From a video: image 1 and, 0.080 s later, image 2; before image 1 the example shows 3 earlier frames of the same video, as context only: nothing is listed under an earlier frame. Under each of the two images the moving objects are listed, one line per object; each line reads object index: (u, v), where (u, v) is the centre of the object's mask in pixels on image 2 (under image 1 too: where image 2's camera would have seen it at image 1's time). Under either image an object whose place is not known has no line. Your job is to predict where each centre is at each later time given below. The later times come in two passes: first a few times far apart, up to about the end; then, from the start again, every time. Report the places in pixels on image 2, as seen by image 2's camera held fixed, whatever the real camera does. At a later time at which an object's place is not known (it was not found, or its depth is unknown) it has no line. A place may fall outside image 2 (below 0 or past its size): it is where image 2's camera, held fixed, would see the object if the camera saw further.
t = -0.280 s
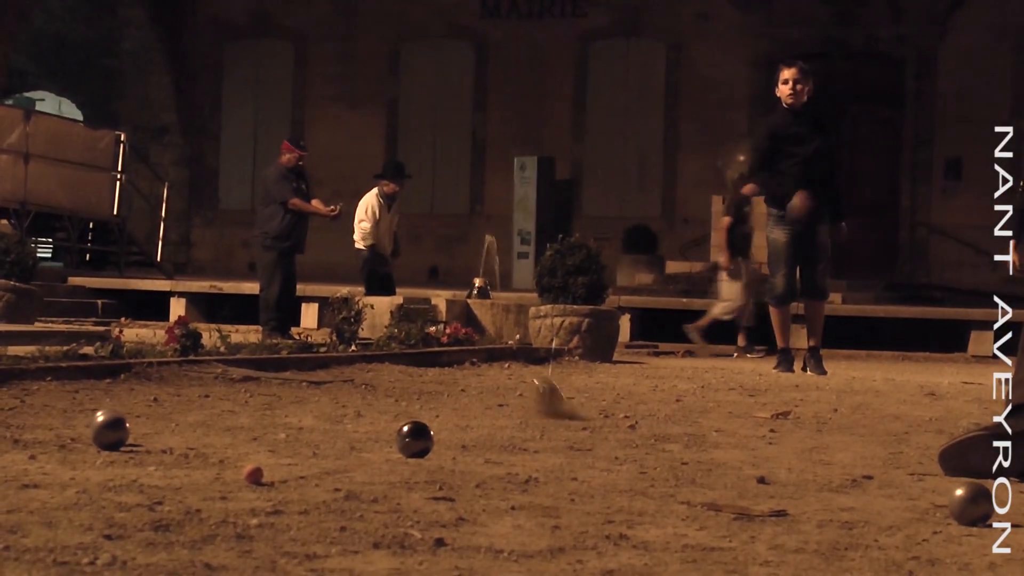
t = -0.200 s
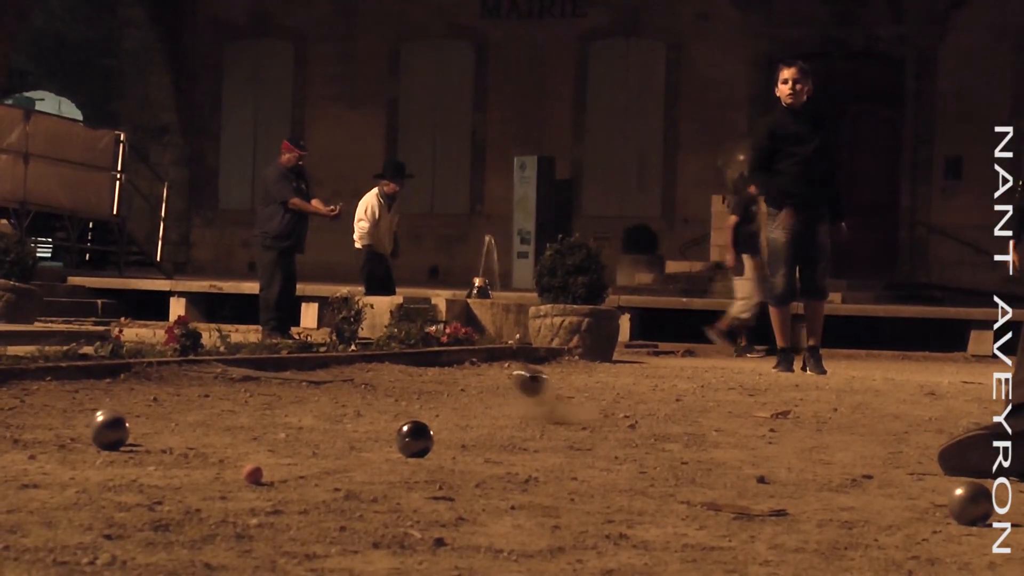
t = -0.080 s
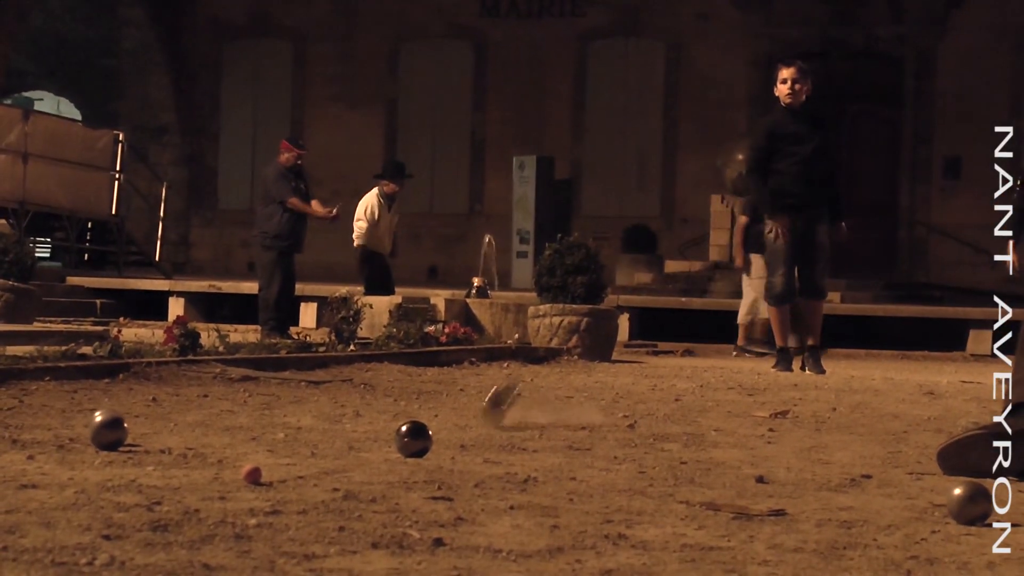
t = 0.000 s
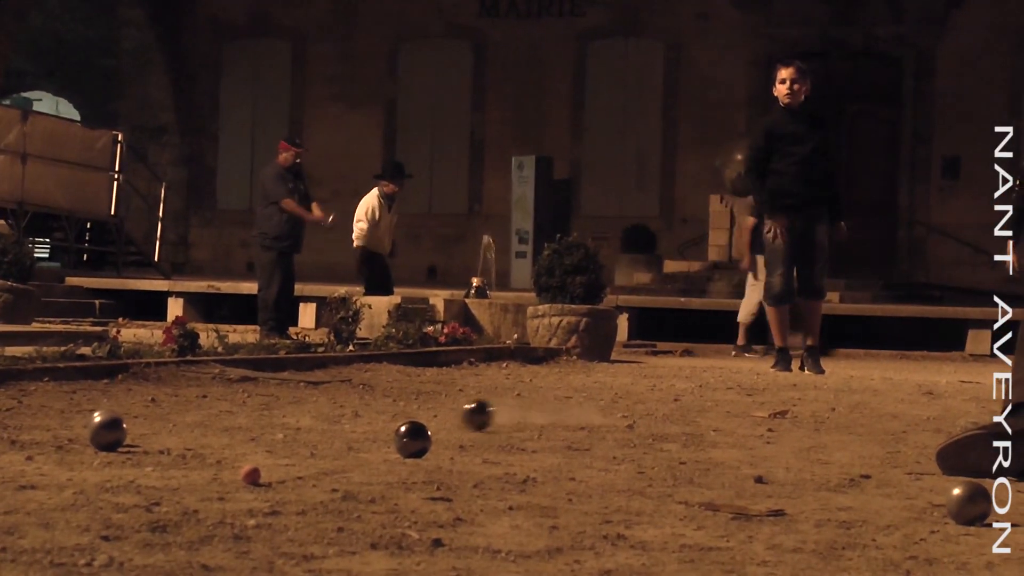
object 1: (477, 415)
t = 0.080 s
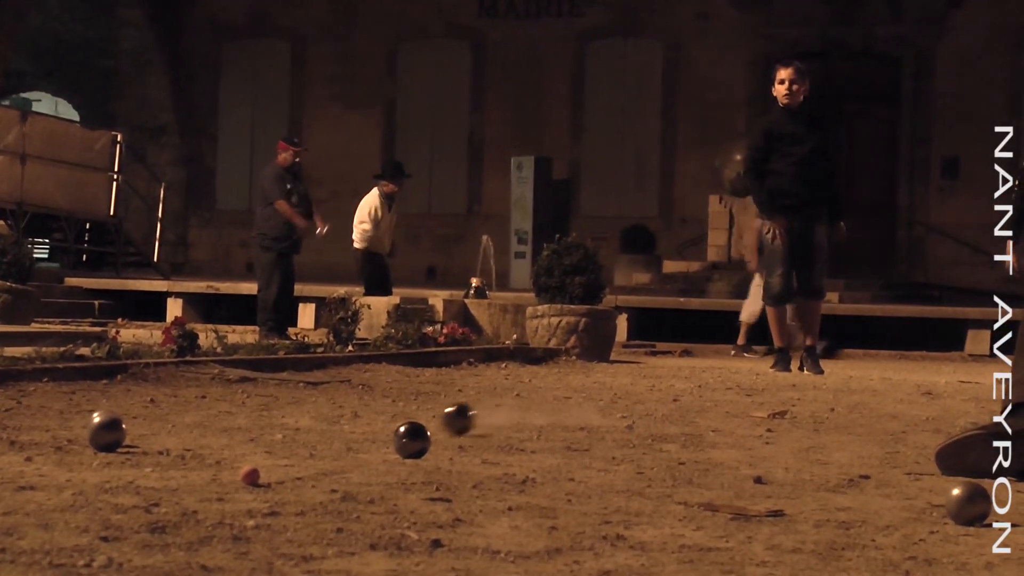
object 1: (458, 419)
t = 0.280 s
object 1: (411, 415)
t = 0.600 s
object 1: (324, 435)
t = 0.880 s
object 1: (252, 443)
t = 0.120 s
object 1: (449, 421)
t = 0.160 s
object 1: (440, 421)
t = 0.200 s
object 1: (433, 420)
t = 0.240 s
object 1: (422, 419)
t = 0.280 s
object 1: (411, 415)
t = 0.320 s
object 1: (401, 419)
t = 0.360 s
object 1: (388, 425)
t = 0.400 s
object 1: (378, 431)
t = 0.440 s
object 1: (369, 432)
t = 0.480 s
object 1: (359, 433)
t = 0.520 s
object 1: (347, 432)
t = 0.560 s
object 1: (336, 434)
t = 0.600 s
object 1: (324, 435)
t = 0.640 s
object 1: (314, 433)
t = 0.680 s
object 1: (305, 434)
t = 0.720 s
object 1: (294, 437)
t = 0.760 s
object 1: (283, 437)
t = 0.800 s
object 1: (272, 440)
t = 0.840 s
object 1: (262, 441)
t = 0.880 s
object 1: (252, 443)
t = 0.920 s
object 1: (242, 444)
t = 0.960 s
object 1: (232, 447)
